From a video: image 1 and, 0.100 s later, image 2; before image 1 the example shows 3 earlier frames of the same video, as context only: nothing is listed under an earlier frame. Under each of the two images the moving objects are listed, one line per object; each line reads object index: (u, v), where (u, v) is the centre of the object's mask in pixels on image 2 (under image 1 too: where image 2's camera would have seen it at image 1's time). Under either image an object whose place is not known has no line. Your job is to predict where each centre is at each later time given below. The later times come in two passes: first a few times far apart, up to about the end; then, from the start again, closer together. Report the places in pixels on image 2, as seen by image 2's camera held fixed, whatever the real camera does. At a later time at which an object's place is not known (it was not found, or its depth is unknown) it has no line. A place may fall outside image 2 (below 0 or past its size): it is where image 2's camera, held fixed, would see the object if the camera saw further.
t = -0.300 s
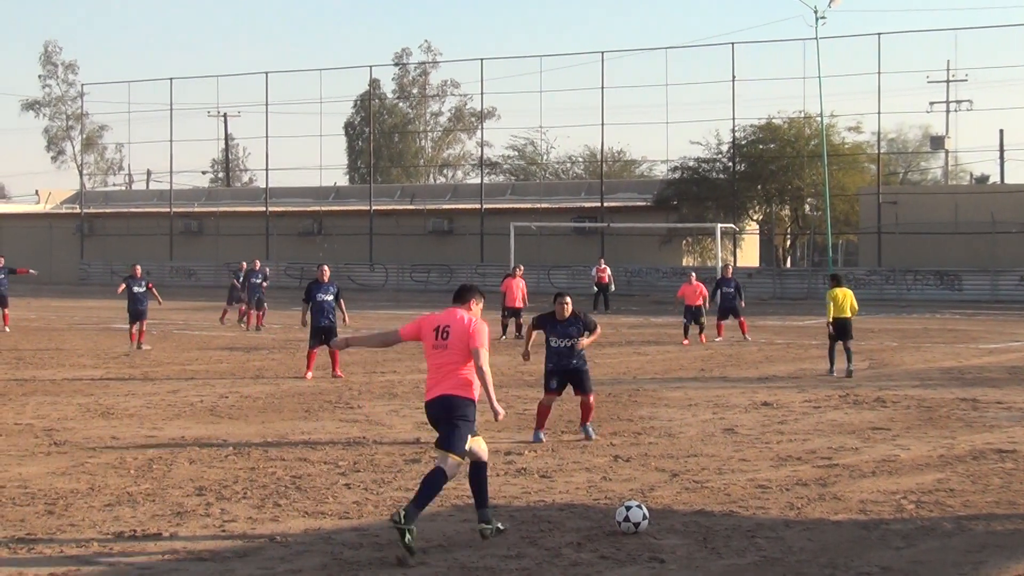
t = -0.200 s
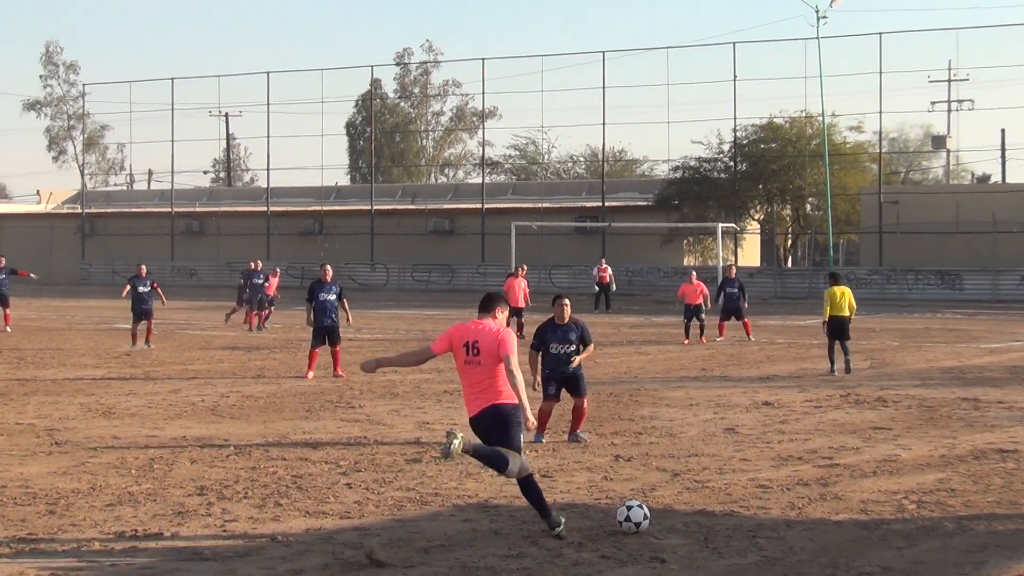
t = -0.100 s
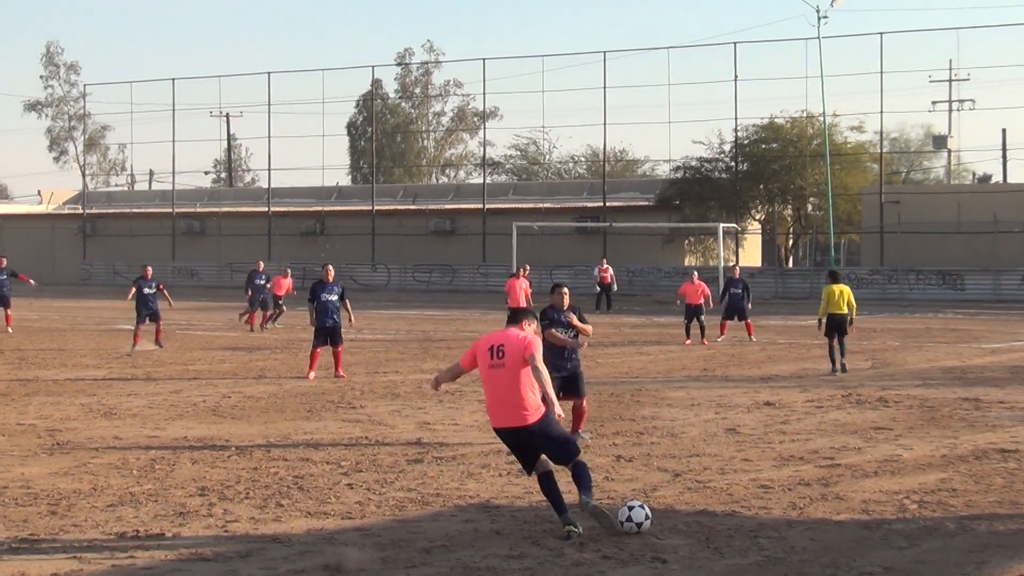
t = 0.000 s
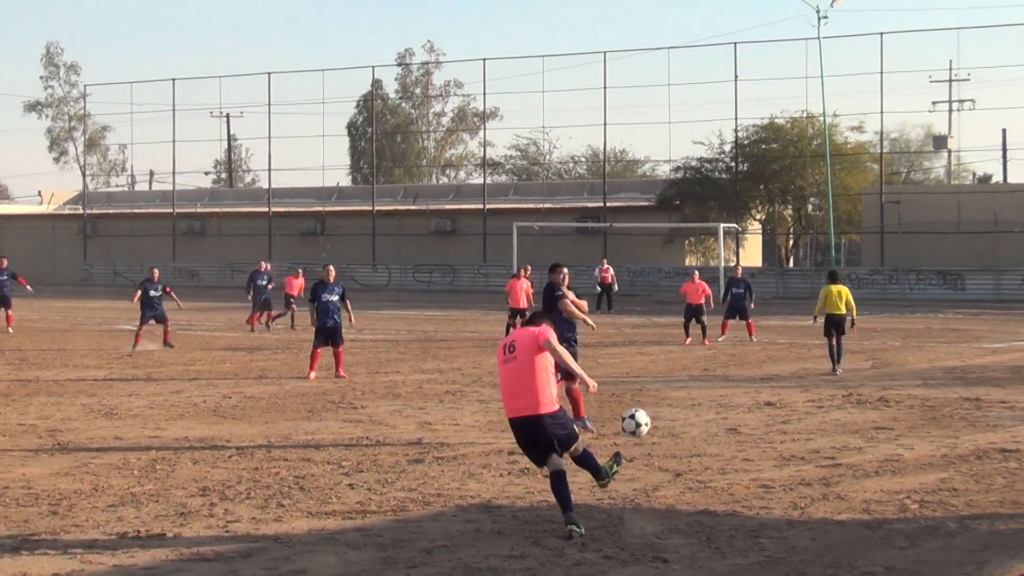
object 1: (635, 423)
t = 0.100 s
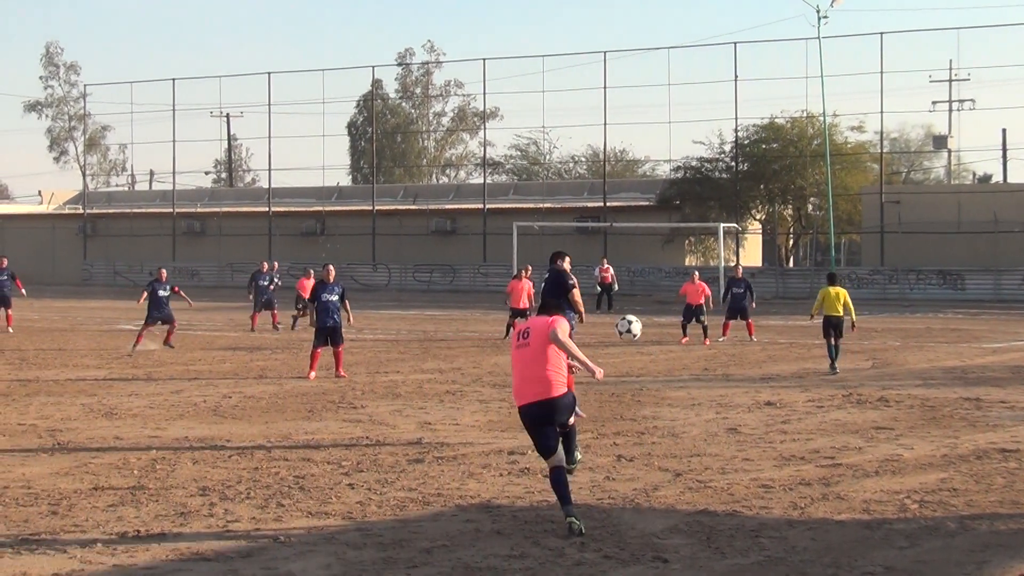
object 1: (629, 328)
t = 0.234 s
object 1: (616, 243)
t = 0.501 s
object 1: (583, 160)
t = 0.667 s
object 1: (560, 143)
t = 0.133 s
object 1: (626, 302)
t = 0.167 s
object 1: (623, 280)
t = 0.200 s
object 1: (620, 260)
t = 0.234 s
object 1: (616, 243)
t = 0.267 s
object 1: (612, 227)
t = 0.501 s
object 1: (583, 160)
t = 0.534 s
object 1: (579, 154)
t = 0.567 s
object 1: (574, 152)
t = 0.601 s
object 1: (570, 148)
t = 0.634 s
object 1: (565, 145)
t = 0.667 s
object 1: (560, 143)
